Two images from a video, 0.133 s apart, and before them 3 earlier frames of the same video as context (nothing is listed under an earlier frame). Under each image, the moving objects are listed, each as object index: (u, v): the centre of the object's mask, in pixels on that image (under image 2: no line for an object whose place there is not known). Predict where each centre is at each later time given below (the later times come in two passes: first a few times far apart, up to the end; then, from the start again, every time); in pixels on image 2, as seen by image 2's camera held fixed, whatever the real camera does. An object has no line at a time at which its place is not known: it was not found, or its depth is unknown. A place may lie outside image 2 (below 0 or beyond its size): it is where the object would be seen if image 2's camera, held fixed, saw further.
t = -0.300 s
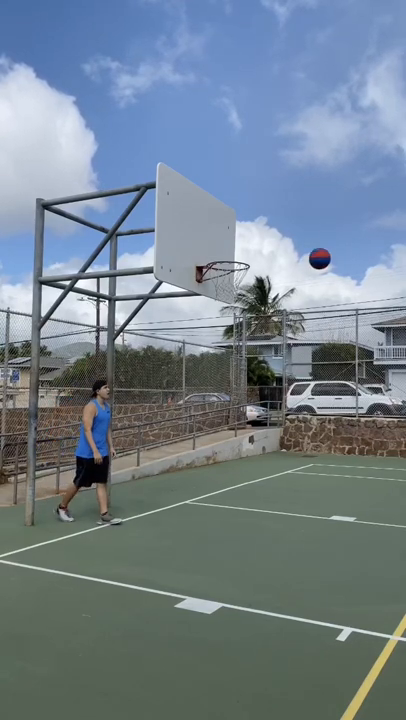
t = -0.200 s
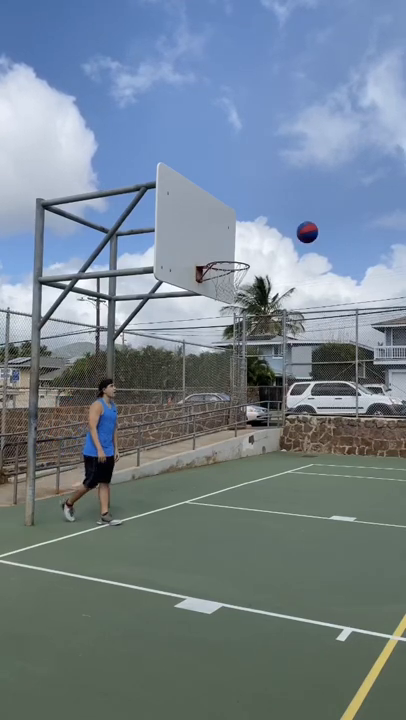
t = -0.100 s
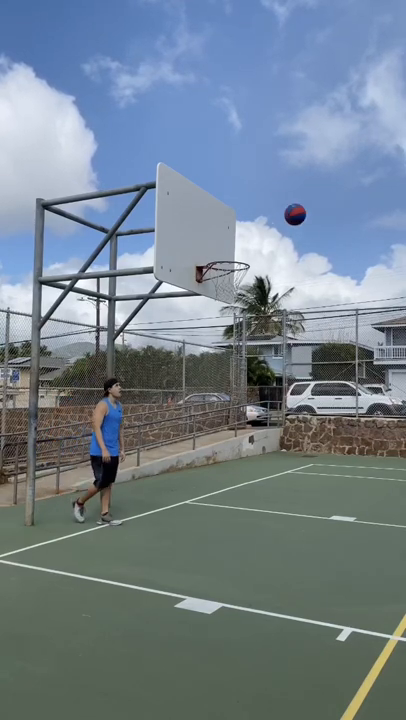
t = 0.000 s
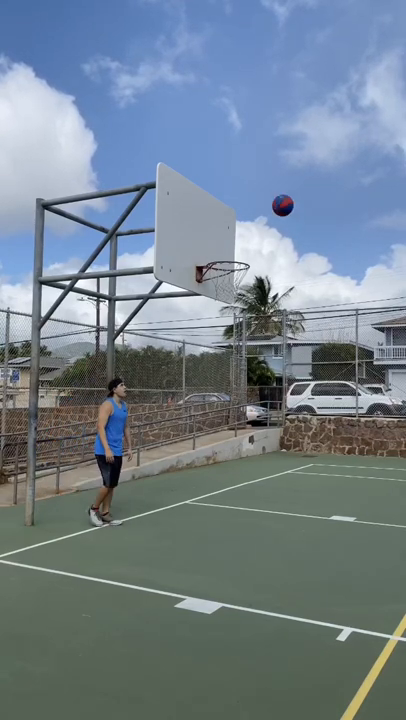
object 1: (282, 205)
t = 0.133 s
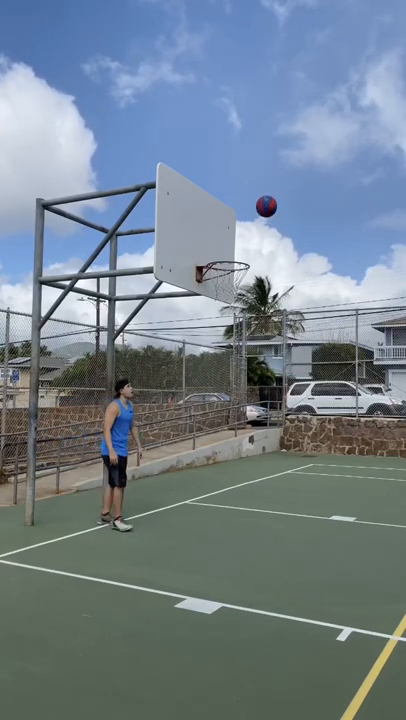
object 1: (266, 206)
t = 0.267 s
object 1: (250, 222)
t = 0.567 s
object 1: (218, 295)
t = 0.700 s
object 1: (213, 321)
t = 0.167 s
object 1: (262, 209)
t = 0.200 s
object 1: (258, 212)
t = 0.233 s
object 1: (254, 217)
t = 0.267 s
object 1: (250, 222)
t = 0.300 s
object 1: (245, 228)
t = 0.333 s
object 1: (242, 236)
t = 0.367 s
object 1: (237, 244)
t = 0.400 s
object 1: (233, 253)
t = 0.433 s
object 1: (229, 263)
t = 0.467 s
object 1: (225, 274)
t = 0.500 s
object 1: (221, 284)
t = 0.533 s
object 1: (219, 290)
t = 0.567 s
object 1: (218, 295)
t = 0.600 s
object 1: (217, 300)
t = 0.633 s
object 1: (215, 306)
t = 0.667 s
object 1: (214, 313)
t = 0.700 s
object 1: (213, 321)
